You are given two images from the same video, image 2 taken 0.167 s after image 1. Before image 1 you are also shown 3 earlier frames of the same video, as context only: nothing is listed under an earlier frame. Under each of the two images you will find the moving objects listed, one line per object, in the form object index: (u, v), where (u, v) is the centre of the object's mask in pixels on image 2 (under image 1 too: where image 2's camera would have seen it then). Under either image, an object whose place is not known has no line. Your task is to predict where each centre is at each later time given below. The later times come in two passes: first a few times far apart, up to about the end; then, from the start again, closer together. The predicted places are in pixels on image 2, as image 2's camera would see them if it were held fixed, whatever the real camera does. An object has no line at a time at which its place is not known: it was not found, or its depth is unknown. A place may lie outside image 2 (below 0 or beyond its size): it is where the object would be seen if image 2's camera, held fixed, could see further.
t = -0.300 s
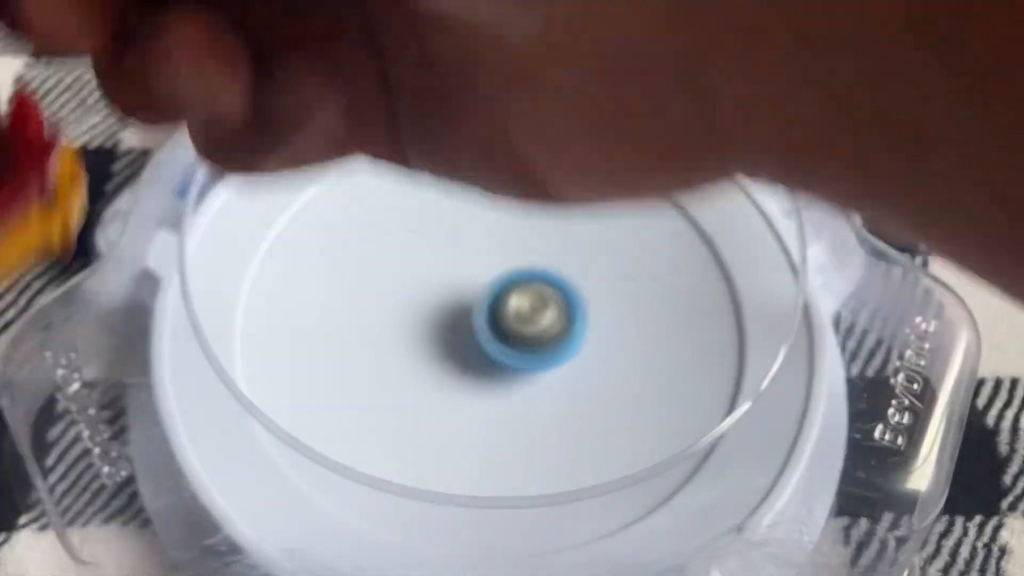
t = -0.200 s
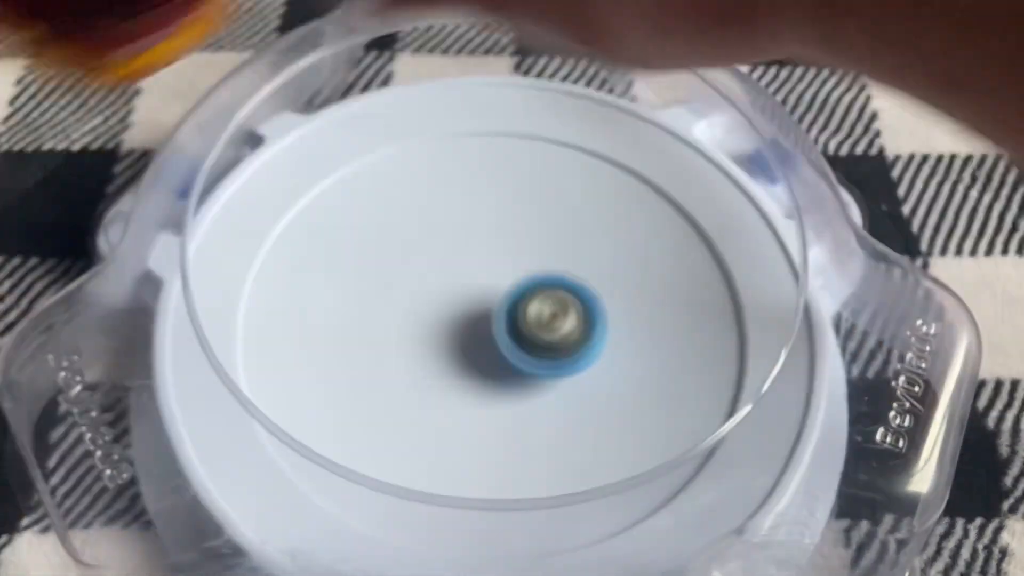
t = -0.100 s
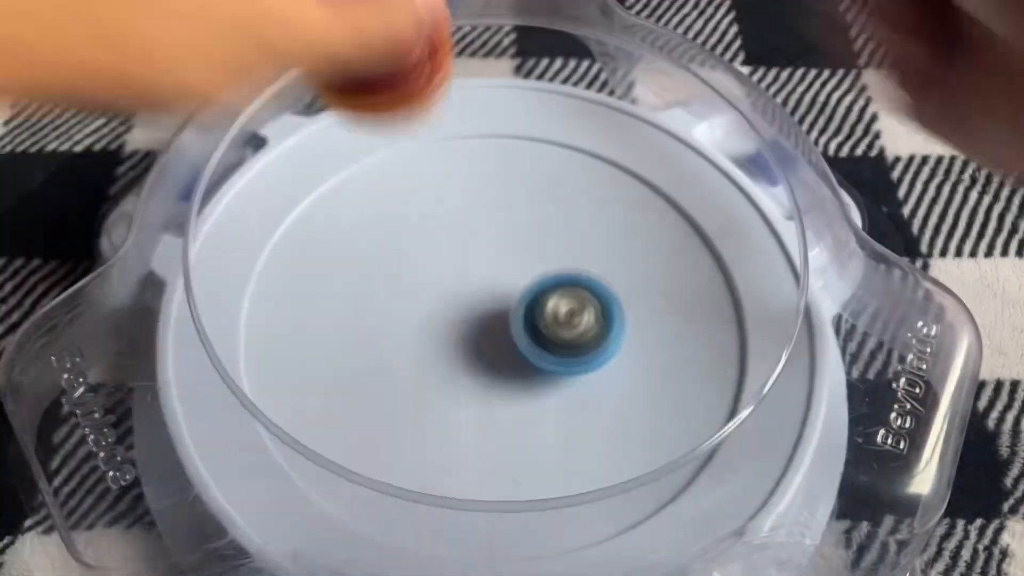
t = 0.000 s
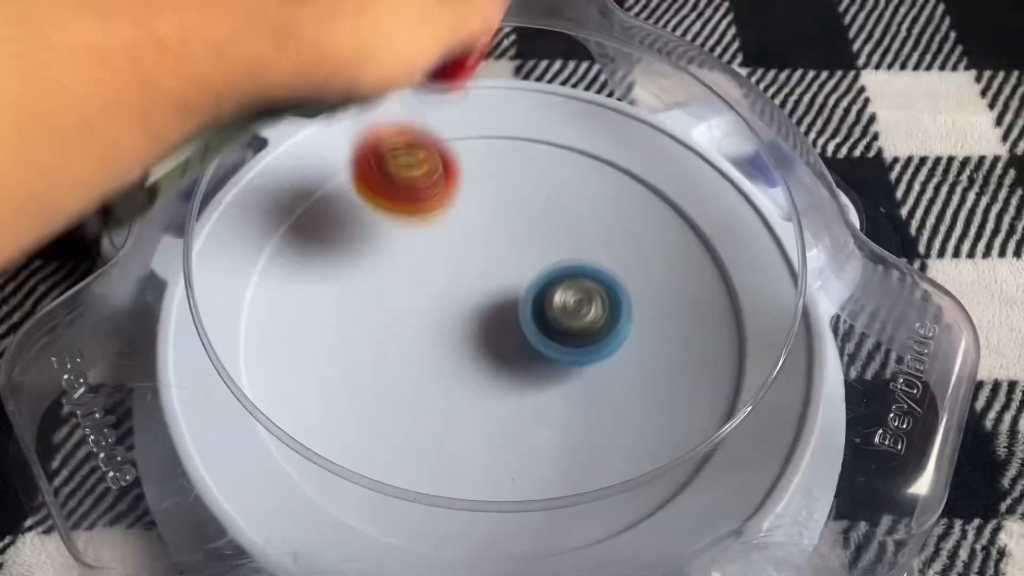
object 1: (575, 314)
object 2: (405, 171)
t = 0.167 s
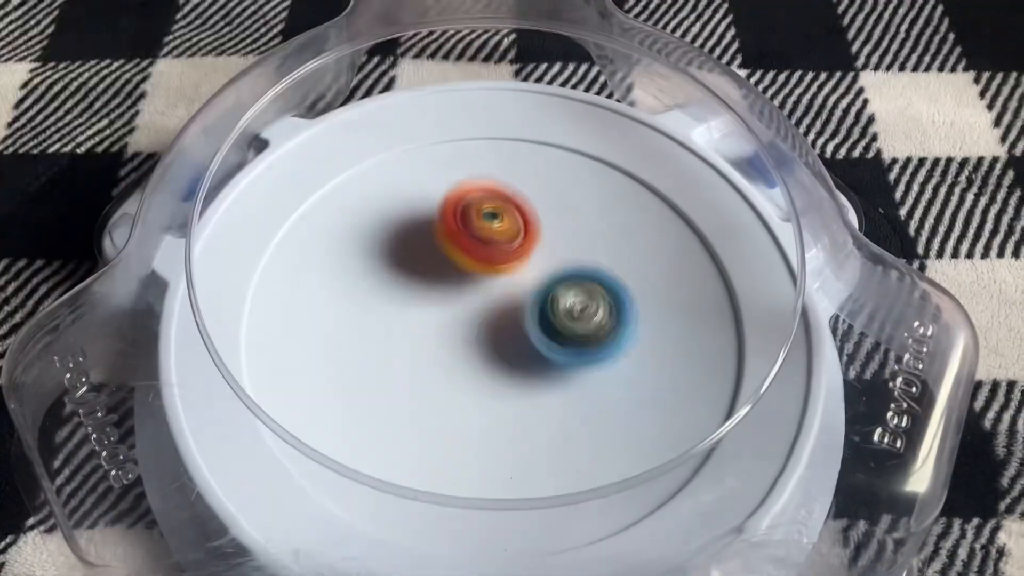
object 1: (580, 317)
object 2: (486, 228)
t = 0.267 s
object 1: (623, 361)
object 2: (474, 207)
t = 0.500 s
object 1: (628, 374)
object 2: (451, 256)
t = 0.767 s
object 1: (608, 337)
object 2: (423, 293)
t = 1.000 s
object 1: (612, 329)
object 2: (283, 290)
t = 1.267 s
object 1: (712, 357)
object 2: (341, 223)
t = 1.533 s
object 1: (761, 347)
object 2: (401, 273)
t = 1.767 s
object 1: (713, 333)
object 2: (356, 280)
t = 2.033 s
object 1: (734, 339)
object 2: (353, 310)
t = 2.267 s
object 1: (548, 337)
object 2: (378, 274)
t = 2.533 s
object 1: (387, 420)
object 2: (362, 263)
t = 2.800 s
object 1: (493, 498)
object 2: (427, 243)
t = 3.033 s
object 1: (638, 410)
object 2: (467, 210)
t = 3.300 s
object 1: (550, 303)
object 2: (501, 208)
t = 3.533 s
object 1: (452, 385)
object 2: (522, 226)
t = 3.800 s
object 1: (511, 450)
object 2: (593, 263)
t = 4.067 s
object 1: (567, 374)
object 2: (623, 269)
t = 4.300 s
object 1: (414, 374)
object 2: (600, 267)
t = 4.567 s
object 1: (421, 418)
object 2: (596, 362)
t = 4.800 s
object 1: (491, 401)
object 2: (623, 385)
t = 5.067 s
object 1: (447, 319)
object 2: (570, 397)
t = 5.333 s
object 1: (384, 323)
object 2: (516, 428)
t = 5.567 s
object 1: (404, 355)
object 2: (495, 425)
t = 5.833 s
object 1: (434, 294)
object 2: (468, 389)
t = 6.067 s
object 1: (451, 271)
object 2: (423, 369)
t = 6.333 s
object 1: (477, 272)
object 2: (422, 373)
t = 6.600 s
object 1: (502, 256)
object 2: (464, 343)
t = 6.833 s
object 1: (495, 242)
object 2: (455, 330)
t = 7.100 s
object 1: (504, 223)
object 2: (480, 365)
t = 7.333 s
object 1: (501, 260)
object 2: (517, 353)
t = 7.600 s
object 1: (530, 239)
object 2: (532, 344)
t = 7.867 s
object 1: (523, 255)
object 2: (509, 347)
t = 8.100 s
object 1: (534, 283)
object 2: (495, 369)
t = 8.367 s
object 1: (592, 301)
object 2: (498, 376)
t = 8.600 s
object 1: (583, 298)
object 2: (491, 350)
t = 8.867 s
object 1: (563, 314)
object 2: (450, 327)
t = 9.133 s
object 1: (555, 350)
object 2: (438, 333)
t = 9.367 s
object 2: (475, 319)
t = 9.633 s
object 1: (559, 370)
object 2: (491, 285)
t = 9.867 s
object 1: (528, 380)
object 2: (483, 283)
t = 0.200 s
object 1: (596, 335)
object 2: (482, 219)
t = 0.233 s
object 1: (611, 350)
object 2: (478, 212)
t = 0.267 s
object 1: (623, 361)
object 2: (474, 207)
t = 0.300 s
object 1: (632, 371)
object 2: (470, 206)
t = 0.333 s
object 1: (638, 378)
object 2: (465, 207)
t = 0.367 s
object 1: (641, 382)
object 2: (462, 212)
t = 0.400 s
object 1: (641, 384)
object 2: (458, 219)
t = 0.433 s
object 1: (638, 383)
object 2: (455, 230)
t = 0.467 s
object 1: (634, 379)
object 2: (452, 242)
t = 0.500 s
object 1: (628, 374)
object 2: (451, 256)
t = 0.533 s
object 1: (620, 368)
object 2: (450, 272)
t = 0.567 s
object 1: (612, 361)
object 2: (450, 287)
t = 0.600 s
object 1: (603, 354)
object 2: (451, 303)
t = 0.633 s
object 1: (594, 347)
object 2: (455, 314)
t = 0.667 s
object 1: (584, 340)
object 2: (461, 322)
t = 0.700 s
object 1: (583, 337)
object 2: (459, 323)
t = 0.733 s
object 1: (597, 337)
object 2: (439, 312)
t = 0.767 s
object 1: (608, 337)
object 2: (423, 293)
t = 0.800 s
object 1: (616, 337)
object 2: (404, 268)
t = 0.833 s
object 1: (622, 337)
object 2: (377, 243)
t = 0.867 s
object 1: (625, 336)
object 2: (341, 225)
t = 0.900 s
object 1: (624, 334)
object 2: (300, 220)
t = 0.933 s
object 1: (624, 333)
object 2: (281, 236)
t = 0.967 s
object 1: (619, 330)
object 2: (282, 267)
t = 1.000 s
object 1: (612, 329)
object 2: (283, 290)
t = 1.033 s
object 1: (605, 328)
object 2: (294, 312)
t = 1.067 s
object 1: (595, 328)
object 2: (317, 333)
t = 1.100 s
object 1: (585, 329)
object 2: (350, 347)
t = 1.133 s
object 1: (576, 330)
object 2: (392, 348)
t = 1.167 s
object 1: (565, 333)
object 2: (439, 336)
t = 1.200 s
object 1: (597, 339)
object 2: (427, 297)
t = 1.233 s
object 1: (658, 352)
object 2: (383, 259)
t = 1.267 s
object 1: (712, 357)
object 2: (341, 223)
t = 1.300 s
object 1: (751, 357)
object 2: (302, 191)
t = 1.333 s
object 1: (783, 362)
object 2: (301, 184)
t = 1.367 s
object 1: (806, 363)
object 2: (308, 189)
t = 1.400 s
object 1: (824, 364)
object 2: (319, 205)
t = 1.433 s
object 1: (810, 361)
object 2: (335, 218)
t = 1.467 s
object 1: (798, 357)
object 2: (354, 233)
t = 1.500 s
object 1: (779, 351)
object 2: (377, 254)
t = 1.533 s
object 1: (761, 347)
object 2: (401, 273)
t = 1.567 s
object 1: (735, 341)
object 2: (424, 291)
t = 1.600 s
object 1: (718, 342)
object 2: (447, 304)
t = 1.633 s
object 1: (688, 337)
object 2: (466, 312)
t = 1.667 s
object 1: (656, 332)
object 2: (486, 318)
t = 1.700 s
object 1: (627, 326)
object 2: (502, 321)
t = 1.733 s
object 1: (668, 329)
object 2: (431, 304)
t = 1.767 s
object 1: (713, 333)
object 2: (356, 280)
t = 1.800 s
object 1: (738, 330)
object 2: (283, 252)
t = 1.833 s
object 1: (761, 332)
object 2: (244, 229)
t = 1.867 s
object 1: (772, 336)
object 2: (226, 225)
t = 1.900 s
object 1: (775, 337)
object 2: (243, 244)
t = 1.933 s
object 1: (773, 338)
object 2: (261, 255)
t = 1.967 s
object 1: (765, 339)
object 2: (288, 275)
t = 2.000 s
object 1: (754, 339)
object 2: (319, 293)
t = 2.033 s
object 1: (734, 339)
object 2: (353, 310)
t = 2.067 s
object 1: (719, 344)
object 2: (376, 320)
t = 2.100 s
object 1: (696, 342)
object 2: (390, 320)
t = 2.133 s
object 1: (669, 342)
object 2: (396, 311)
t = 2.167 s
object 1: (639, 339)
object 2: (398, 299)
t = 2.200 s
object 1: (609, 338)
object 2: (393, 287)
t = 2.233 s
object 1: (578, 337)
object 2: (386, 278)
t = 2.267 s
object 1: (548, 337)
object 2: (378, 274)
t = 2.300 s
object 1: (520, 339)
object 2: (373, 270)
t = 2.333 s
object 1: (491, 340)
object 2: (366, 268)
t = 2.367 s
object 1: (467, 344)
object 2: (362, 268)
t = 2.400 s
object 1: (442, 348)
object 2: (359, 269)
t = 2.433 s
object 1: (423, 364)
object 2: (356, 263)
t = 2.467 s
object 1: (409, 382)
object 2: (355, 263)
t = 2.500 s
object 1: (395, 402)
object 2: (356, 262)
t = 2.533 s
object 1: (387, 420)
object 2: (362, 263)
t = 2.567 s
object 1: (387, 433)
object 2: (368, 264)
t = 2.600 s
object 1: (383, 457)
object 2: (375, 262)
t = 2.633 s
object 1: (388, 473)
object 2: (384, 259)
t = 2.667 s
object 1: (398, 486)
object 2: (392, 258)
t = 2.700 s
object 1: (414, 501)
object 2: (400, 254)
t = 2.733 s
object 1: (440, 507)
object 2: (409, 251)
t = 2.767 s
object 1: (465, 498)
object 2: (419, 248)
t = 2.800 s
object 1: (493, 498)
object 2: (427, 243)
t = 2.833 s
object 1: (524, 492)
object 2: (435, 239)
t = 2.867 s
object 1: (549, 481)
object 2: (443, 235)
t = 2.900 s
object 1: (574, 468)
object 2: (451, 230)
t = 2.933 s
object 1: (597, 456)
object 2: (458, 225)
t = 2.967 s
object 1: (612, 437)
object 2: (462, 219)
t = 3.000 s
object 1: (628, 425)
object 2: (465, 214)
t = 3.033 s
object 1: (638, 410)
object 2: (467, 210)
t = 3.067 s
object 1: (642, 390)
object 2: (471, 208)
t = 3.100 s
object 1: (641, 371)
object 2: (474, 207)
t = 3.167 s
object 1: (623, 337)
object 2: (483, 207)
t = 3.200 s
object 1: (608, 323)
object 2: (488, 208)
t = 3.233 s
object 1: (590, 311)
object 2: (494, 209)
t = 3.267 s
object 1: (569, 302)
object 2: (500, 211)
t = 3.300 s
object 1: (550, 303)
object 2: (501, 208)
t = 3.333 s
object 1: (533, 313)
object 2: (502, 204)
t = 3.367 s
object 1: (516, 324)
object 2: (505, 205)
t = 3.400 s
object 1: (498, 336)
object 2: (507, 208)
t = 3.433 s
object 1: (482, 347)
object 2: (510, 210)
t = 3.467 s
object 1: (468, 359)
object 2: (513, 214)
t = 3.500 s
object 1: (459, 372)
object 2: (517, 220)
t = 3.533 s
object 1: (452, 385)
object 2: (522, 226)
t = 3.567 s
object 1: (448, 399)
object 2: (529, 232)
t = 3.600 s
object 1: (448, 412)
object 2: (537, 238)
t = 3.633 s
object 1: (451, 423)
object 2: (546, 243)
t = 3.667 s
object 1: (458, 433)
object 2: (555, 248)
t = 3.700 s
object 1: (468, 442)
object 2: (564, 253)
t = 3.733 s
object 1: (480, 446)
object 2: (573, 257)
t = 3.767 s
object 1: (496, 449)
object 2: (583, 261)
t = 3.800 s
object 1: (511, 450)
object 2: (593, 263)
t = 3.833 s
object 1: (527, 448)
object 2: (601, 264)
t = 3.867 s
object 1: (541, 444)
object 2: (609, 265)
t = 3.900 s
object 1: (554, 437)
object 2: (615, 265)
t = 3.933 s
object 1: (564, 427)
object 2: (620, 265)
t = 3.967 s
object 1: (571, 415)
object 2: (623, 265)
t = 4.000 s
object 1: (573, 402)
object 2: (624, 265)
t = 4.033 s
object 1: (572, 388)
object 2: (624, 267)
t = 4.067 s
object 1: (567, 374)
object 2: (623, 269)
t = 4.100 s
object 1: (555, 358)
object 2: (620, 272)
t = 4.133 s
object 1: (528, 360)
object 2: (625, 264)
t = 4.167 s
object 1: (499, 364)
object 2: (627, 259)
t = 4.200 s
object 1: (473, 365)
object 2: (625, 257)
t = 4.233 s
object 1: (450, 367)
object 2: (618, 256)
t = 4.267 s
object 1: (431, 370)
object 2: (608, 261)
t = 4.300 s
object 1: (414, 374)
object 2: (600, 267)
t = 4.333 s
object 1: (403, 379)
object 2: (593, 277)
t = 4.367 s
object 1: (395, 385)
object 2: (586, 288)
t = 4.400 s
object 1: (391, 391)
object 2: (582, 300)
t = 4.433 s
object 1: (391, 397)
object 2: (579, 314)
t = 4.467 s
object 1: (395, 404)
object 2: (580, 327)
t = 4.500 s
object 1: (402, 410)
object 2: (584, 340)
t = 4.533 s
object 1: (411, 415)
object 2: (590, 352)
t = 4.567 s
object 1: (421, 418)
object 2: (596, 362)
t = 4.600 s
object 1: (434, 420)
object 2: (603, 370)
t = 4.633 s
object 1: (445, 422)
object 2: (609, 376)
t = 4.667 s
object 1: (457, 421)
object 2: (613, 381)
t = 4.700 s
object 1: (468, 419)
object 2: (617, 383)
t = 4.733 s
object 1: (478, 415)
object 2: (620, 385)
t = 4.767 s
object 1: (486, 409)
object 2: (622, 385)
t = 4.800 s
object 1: (491, 401)
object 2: (623, 385)
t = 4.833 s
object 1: (494, 392)
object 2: (621, 385)
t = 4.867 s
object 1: (495, 382)
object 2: (619, 385)
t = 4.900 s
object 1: (493, 371)
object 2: (613, 384)
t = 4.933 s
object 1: (487, 360)
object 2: (606, 385)
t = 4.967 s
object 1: (478, 348)
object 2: (598, 387)
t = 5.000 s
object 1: (468, 336)
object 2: (588, 389)
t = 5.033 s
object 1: (457, 327)
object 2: (579, 394)
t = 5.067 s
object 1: (447, 319)
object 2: (570, 397)
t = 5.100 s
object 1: (437, 313)
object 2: (559, 401)
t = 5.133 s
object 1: (427, 309)
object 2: (549, 405)
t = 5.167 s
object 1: (417, 307)
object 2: (541, 410)
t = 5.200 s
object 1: (408, 307)
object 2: (535, 415)
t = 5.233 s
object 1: (400, 308)
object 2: (530, 420)
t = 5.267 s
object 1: (393, 312)
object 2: (526, 423)
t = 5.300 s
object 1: (387, 317)
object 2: (521, 426)
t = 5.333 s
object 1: (384, 323)
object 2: (516, 428)
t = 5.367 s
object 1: (382, 330)
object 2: (512, 430)
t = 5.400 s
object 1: (382, 339)
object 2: (508, 430)
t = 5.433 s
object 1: (384, 347)
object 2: (503, 430)
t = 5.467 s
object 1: (389, 354)
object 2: (500, 428)
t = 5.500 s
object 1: (396, 360)
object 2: (495, 425)
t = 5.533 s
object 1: (401, 360)
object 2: (495, 425)
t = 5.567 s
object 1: (404, 355)
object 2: (495, 425)
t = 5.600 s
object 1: (409, 349)
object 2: (496, 422)
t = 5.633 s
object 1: (414, 344)
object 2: (494, 416)
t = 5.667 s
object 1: (419, 335)
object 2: (495, 413)
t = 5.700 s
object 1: (422, 326)
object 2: (491, 409)
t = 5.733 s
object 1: (426, 317)
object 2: (487, 403)
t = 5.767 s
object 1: (429, 309)
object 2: (482, 398)
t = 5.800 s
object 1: (432, 301)
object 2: (476, 393)
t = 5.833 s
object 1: (434, 294)
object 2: (468, 389)
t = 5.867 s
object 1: (437, 288)
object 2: (462, 384)
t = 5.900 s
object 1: (439, 284)
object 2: (454, 380)
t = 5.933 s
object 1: (441, 280)
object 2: (447, 375)
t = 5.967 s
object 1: (444, 277)
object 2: (441, 372)
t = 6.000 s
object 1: (446, 274)
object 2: (435, 370)
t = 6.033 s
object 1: (449, 272)
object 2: (428, 369)
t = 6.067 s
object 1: (451, 271)
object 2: (423, 369)
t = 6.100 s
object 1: (453, 271)
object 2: (419, 368)
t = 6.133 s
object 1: (455, 272)
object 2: (417, 367)
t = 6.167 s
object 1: (457, 273)
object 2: (416, 367)
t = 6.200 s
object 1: (459, 276)
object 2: (416, 366)
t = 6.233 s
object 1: (461, 278)
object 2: (418, 364)
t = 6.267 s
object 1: (466, 278)
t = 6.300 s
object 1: (471, 275)
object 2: (419, 369)
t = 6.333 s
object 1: (477, 272)
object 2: (422, 373)
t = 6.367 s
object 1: (482, 269)
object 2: (427, 376)
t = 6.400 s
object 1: (487, 267)
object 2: (433, 376)
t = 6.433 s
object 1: (490, 266)
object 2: (442, 373)
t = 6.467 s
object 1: (493, 265)
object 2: (449, 368)
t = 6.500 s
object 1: (495, 265)
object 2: (457, 360)
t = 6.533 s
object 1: (497, 264)
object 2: (461, 352)
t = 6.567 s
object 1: (500, 260)
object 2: (463, 347)
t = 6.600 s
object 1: (502, 256)
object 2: (464, 343)
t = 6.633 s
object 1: (504, 252)
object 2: (465, 339)
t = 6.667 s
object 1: (505, 248)
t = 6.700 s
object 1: (504, 246)
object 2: (463, 330)
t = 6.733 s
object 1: (503, 244)
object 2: (459, 329)
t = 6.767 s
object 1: (501, 242)
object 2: (457, 329)
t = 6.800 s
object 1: (499, 241)
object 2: (455, 329)
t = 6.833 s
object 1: (495, 242)
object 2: (455, 330)
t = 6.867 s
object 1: (492, 243)
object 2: (455, 331)
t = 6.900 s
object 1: (489, 244)
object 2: (458, 332)
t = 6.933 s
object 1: (491, 241)
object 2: (457, 341)
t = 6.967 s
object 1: (497, 231)
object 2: (457, 353)
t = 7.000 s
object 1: (501, 224)
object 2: (461, 358)
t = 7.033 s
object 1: (504, 221)
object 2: (467, 361)
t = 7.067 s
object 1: (504, 221)
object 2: (473, 363)
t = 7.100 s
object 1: (504, 223)
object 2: (480, 365)
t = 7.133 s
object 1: (503, 227)
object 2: (486, 366)
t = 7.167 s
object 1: (502, 233)
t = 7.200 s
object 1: (501, 239)
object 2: (499, 363)
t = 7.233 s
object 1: (500, 247)
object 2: (504, 360)
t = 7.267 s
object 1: (499, 255)
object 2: (510, 356)
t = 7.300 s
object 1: (499, 260)
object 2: (512, 352)
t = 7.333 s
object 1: (501, 260)
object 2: (517, 353)
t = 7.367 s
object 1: (504, 260)
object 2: (522, 352)
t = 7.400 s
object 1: (509, 258)
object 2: (526, 349)
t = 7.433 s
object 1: (514, 255)
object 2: (529, 348)
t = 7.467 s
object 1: (519, 251)
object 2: (531, 345)
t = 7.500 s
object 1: (523, 250)
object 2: (533, 344)
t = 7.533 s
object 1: (525, 250)
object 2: (534, 341)
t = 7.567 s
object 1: (528, 245)
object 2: (533, 342)
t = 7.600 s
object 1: (530, 239)
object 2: (532, 344)
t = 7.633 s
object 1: (532, 234)
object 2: (530, 344)
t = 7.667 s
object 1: (532, 233)
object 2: (528, 344)
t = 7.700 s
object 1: (531, 234)
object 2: (526, 344)
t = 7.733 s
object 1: (530, 237)
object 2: (522, 344)
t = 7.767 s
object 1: (528, 241)
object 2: (520, 343)
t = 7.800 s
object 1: (525, 247)
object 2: (517, 343)
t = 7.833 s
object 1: (524, 252)
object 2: (513, 345)
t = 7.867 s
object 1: (523, 255)
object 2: (509, 347)
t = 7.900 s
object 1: (522, 259)
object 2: (507, 351)
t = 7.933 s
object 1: (521, 262)
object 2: (503, 353)
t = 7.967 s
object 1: (521, 265)
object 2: (500, 357)
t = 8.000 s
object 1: (521, 269)
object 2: (498, 361)
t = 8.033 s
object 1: (524, 273)
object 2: (496, 364)
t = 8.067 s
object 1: (528, 277)
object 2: (495, 367)
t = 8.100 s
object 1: (534, 283)
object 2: (495, 369)
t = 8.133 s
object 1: (542, 286)
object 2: (494, 374)
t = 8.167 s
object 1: (551, 290)
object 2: (493, 377)
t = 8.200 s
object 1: (559, 293)
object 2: (495, 378)
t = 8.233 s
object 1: (568, 296)
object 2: (495, 379)
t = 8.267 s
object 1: (576, 297)
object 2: (496, 380)
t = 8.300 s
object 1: (583, 299)
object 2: (496, 380)
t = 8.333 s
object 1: (588, 300)
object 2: (497, 378)
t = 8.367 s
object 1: (592, 301)
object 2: (498, 376)
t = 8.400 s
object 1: (595, 300)
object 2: (497, 374)
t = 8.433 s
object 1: (596, 300)
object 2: (498, 370)
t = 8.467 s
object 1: (596, 299)
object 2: (498, 366)
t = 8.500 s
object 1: (594, 298)
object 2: (497, 362)
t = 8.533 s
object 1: (592, 297)
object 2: (495, 358)
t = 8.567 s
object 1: (587, 297)
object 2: (494, 354)
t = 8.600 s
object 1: (583, 298)
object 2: (491, 350)
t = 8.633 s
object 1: (581, 298)
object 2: (487, 346)
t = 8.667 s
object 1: (580, 298)
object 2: (481, 342)
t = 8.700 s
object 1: (578, 299)
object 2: (476, 337)
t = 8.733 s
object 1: (576, 301)
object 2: (471, 333)
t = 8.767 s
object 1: (574, 303)
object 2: (465, 330)
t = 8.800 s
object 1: (571, 306)
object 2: (459, 329)
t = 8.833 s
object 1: (567, 310)
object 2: (454, 328)
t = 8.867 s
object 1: (563, 314)
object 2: (450, 327)
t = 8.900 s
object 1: (559, 318)
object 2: (445, 327)
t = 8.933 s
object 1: (556, 322)
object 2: (441, 327)
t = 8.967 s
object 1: (554, 326)
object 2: (438, 328)
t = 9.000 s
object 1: (552, 330)
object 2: (435, 329)
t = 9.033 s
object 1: (551, 333)
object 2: (435, 330)
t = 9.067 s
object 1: (552, 338)
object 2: (434, 331)
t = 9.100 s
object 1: (554, 343)
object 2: (435, 332)
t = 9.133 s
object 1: (555, 350)
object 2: (438, 333)
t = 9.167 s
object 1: (558, 356)
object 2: (442, 333)
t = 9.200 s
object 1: (562, 363)
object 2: (446, 332)
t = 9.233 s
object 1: (565, 370)
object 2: (452, 332)
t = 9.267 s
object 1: (568, 375)
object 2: (458, 330)
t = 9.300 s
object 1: (571, 379)
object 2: (464, 327)
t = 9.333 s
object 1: (575, 383)
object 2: (470, 323)
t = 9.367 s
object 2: (475, 319)
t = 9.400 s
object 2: (480, 313)
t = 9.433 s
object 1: (584, 383)
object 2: (483, 308)
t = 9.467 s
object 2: (486, 303)
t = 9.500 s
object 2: (487, 299)
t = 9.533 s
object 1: (577, 376)
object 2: (489, 294)
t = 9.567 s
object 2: (490, 291)
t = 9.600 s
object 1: (566, 371)
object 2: (490, 288)
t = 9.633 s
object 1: (559, 370)
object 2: (491, 285)
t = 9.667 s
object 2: (489, 281)
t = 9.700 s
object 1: (553, 377)
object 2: (487, 278)
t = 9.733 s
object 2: (486, 277)
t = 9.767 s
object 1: (544, 380)
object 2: (484, 277)
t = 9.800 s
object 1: (538, 380)
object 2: (483, 278)
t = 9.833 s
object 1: (533, 378)
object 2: (483, 281)
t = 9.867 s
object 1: (528, 380)
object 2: (483, 283)
